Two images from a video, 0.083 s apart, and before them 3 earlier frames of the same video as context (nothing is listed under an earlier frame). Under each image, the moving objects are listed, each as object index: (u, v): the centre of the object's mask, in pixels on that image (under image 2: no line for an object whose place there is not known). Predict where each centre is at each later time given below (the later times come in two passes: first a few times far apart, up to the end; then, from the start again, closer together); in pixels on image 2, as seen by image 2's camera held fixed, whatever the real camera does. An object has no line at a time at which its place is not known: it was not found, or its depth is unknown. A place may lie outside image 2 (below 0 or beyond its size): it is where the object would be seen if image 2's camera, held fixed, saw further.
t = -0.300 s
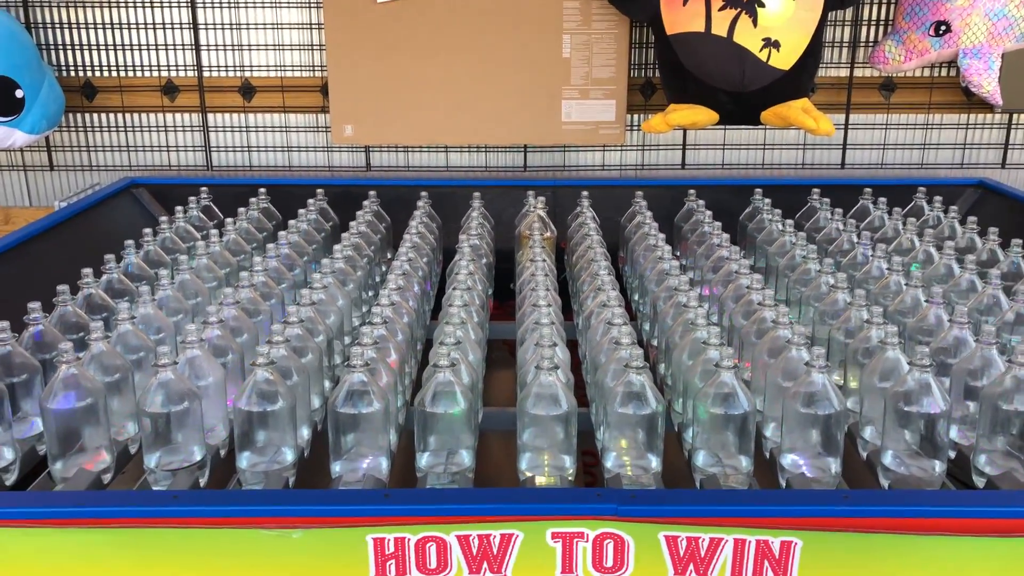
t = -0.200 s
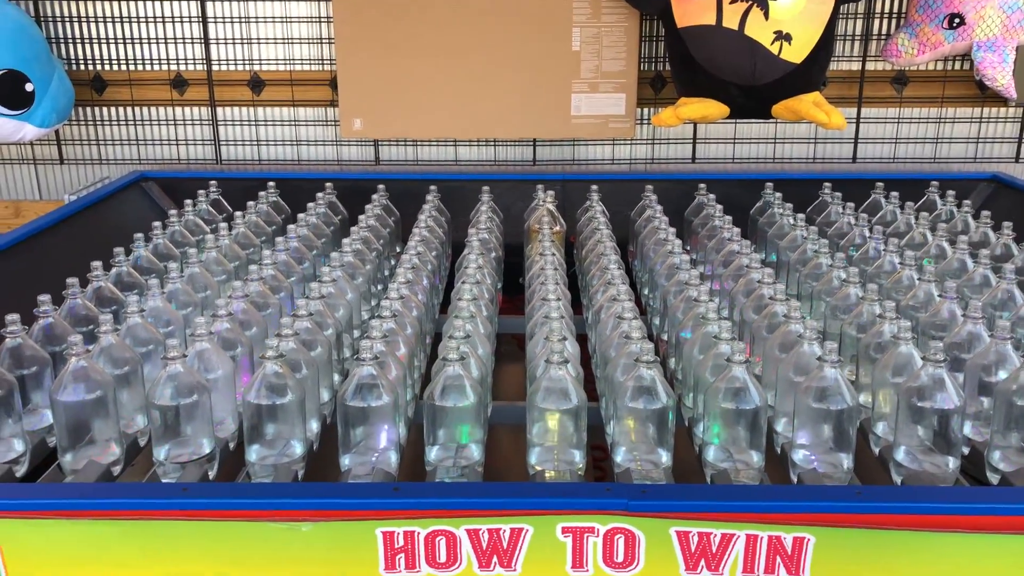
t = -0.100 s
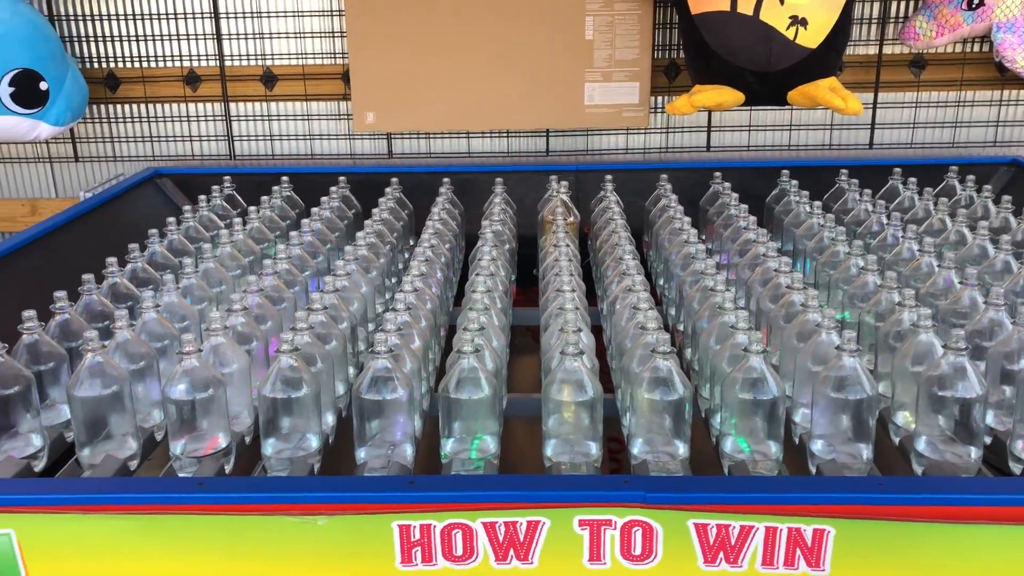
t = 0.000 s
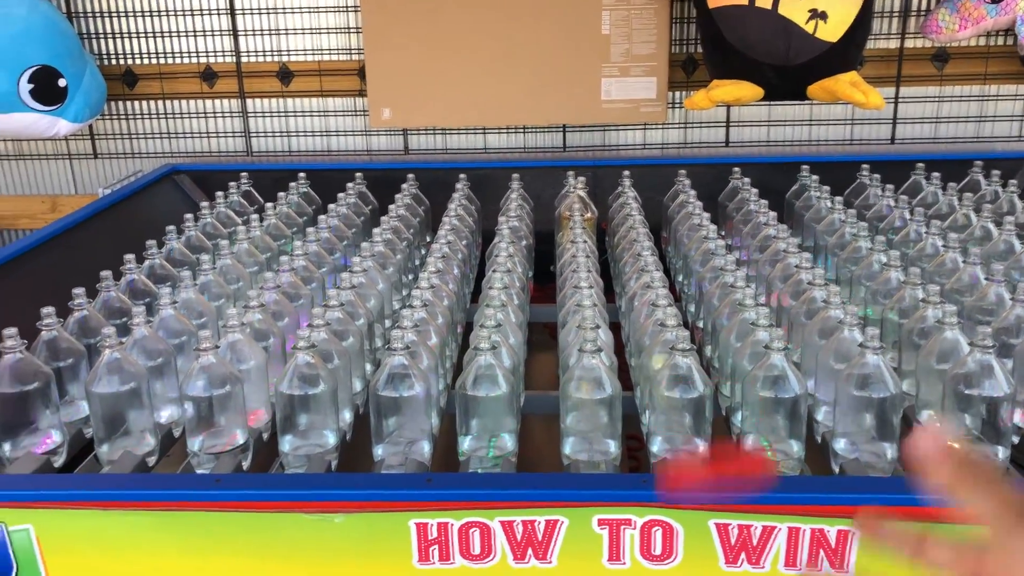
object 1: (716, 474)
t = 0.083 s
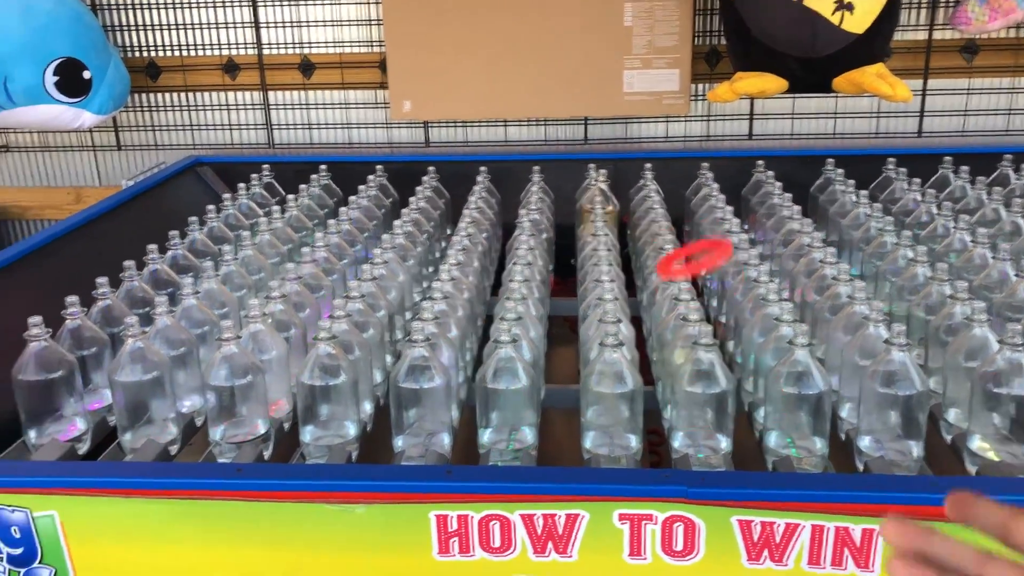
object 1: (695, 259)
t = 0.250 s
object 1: (662, 240)
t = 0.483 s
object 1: (648, 199)
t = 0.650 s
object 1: (653, 108)
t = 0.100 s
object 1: (691, 242)
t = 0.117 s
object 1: (685, 230)
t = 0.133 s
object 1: (682, 223)
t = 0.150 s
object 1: (678, 219)
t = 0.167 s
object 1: (675, 218)
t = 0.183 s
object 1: (672, 218)
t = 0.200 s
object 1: (670, 221)
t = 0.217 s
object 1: (667, 226)
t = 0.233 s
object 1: (665, 232)
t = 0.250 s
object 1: (662, 240)
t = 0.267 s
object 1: (660, 248)
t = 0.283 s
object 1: (658, 257)
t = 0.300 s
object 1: (654, 267)
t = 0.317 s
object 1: (653, 277)
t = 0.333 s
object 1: (651, 288)
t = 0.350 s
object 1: (648, 301)
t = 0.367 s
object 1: (647, 311)
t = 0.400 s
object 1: (646, 300)
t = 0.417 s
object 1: (647, 278)
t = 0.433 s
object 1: (648, 257)
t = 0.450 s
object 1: (649, 234)
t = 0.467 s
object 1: (650, 216)
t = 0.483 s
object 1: (648, 199)
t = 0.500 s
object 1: (651, 183)
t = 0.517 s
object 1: (651, 170)
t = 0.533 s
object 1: (651, 158)
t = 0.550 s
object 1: (651, 147)
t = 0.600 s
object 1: (652, 122)
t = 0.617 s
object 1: (653, 116)
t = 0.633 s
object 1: (653, 111)
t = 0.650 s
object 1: (653, 108)
